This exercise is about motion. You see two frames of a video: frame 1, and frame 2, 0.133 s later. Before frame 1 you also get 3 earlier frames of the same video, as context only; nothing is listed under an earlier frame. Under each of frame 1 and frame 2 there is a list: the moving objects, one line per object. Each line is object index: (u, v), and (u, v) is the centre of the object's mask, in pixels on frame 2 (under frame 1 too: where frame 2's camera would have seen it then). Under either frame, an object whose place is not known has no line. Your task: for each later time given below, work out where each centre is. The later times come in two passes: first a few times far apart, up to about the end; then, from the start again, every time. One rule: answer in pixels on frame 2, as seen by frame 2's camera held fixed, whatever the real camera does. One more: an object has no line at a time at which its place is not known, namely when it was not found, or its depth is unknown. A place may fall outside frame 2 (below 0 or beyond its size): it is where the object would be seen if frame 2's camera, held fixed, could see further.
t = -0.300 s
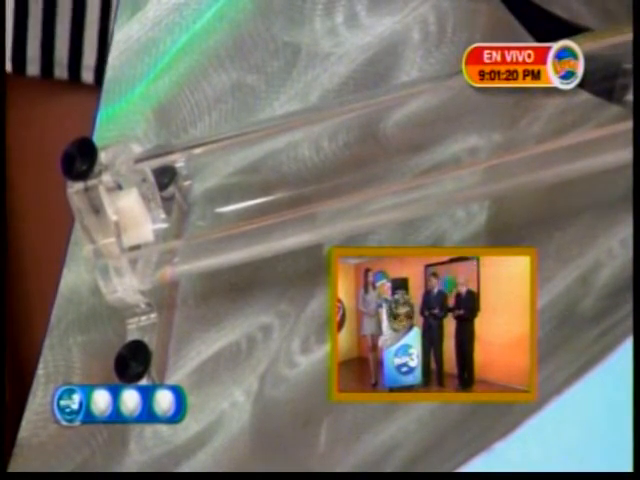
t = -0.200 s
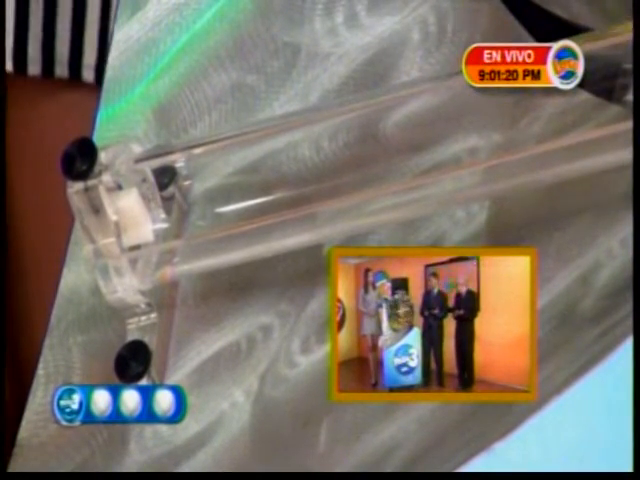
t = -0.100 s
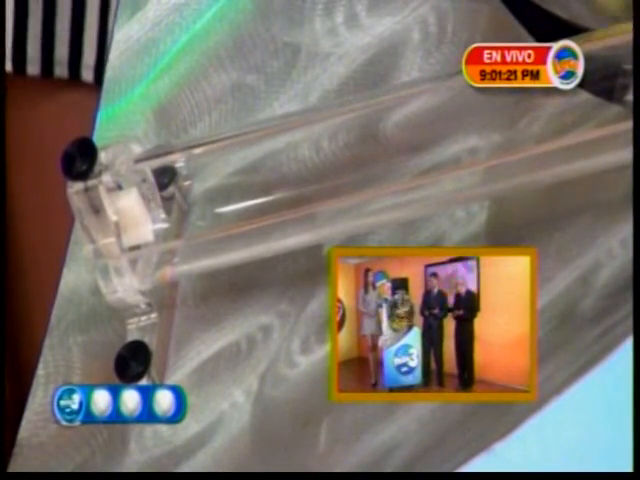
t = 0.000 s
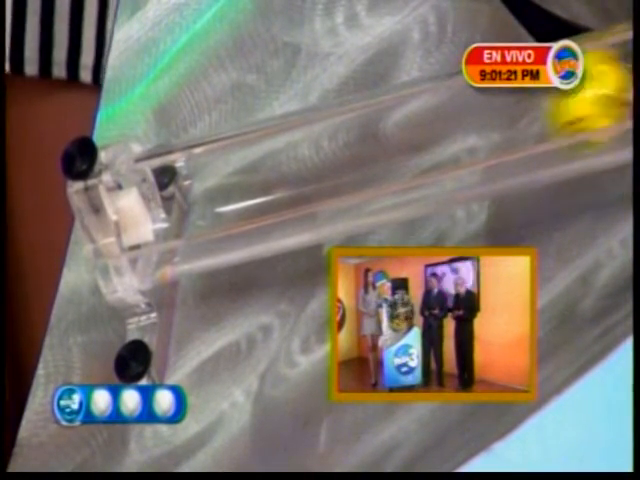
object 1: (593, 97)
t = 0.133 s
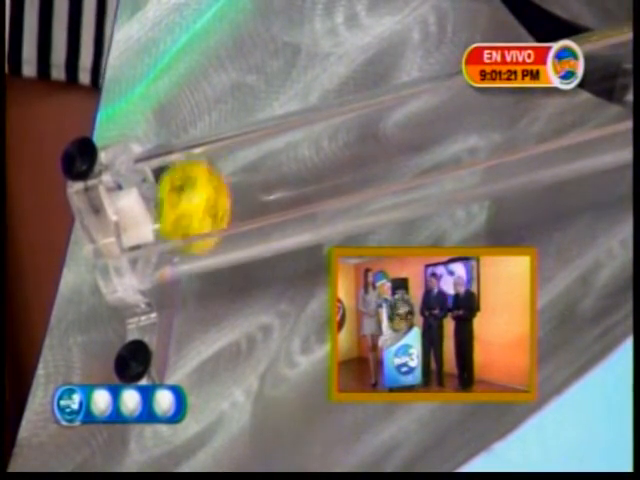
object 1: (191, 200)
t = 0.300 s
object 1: (225, 197)
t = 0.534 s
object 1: (188, 203)
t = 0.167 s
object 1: (211, 194)
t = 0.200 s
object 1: (225, 194)
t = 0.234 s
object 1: (229, 191)
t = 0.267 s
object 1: (228, 193)
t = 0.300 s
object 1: (225, 197)
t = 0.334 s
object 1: (213, 196)
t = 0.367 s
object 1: (201, 200)
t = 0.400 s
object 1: (188, 203)
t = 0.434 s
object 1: (190, 202)
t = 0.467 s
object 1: (189, 203)
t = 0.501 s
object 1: (188, 203)
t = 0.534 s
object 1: (188, 203)
